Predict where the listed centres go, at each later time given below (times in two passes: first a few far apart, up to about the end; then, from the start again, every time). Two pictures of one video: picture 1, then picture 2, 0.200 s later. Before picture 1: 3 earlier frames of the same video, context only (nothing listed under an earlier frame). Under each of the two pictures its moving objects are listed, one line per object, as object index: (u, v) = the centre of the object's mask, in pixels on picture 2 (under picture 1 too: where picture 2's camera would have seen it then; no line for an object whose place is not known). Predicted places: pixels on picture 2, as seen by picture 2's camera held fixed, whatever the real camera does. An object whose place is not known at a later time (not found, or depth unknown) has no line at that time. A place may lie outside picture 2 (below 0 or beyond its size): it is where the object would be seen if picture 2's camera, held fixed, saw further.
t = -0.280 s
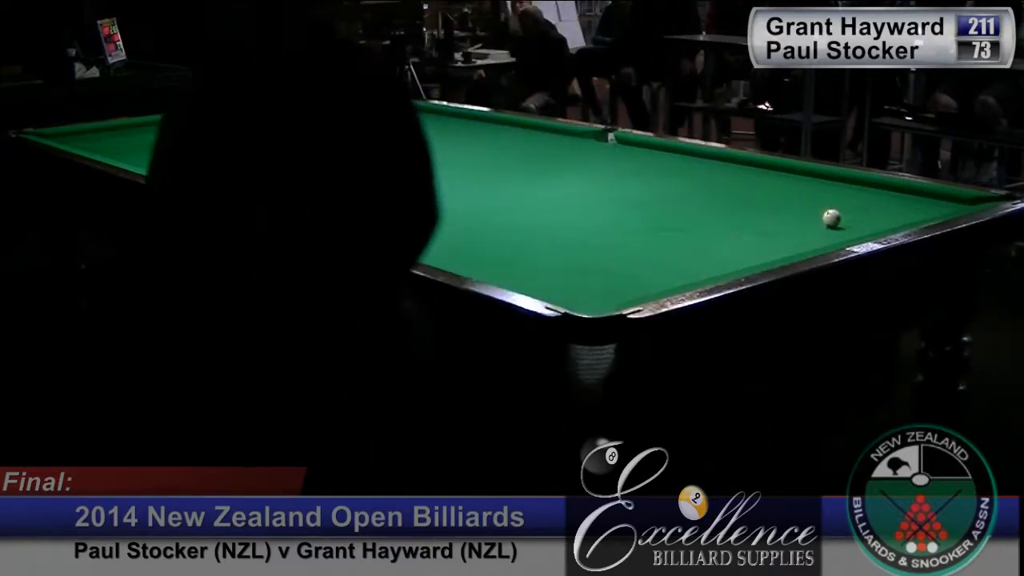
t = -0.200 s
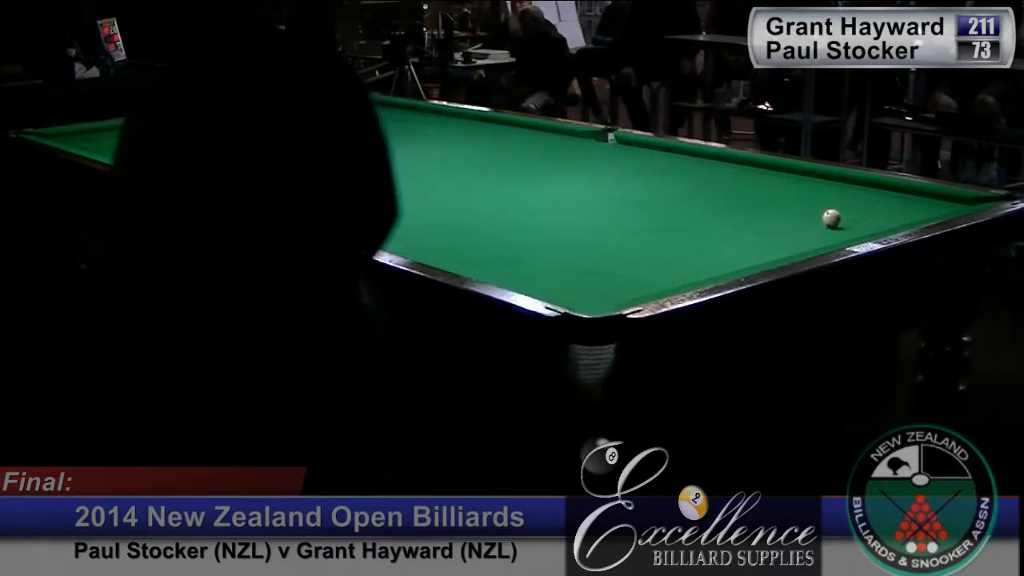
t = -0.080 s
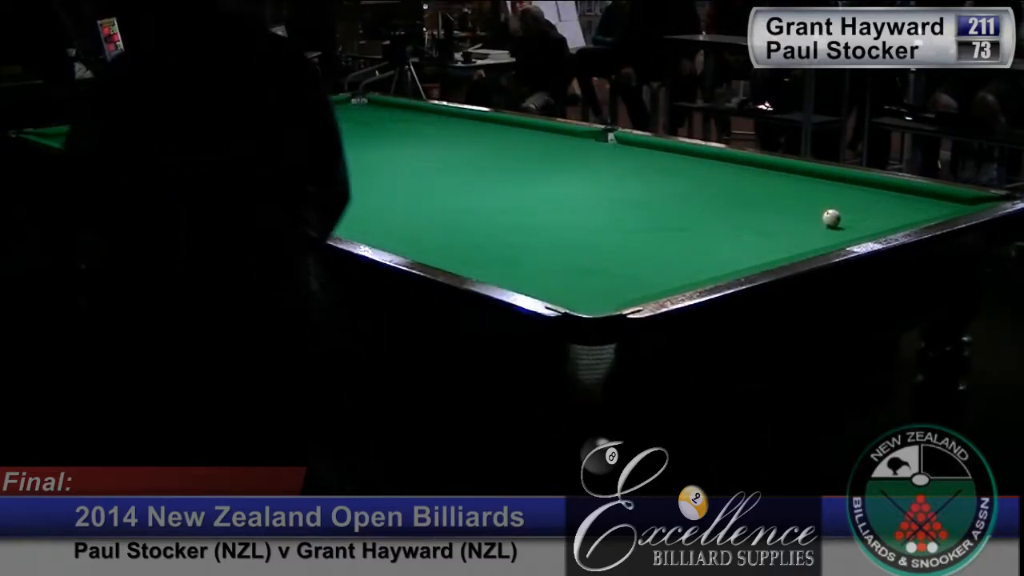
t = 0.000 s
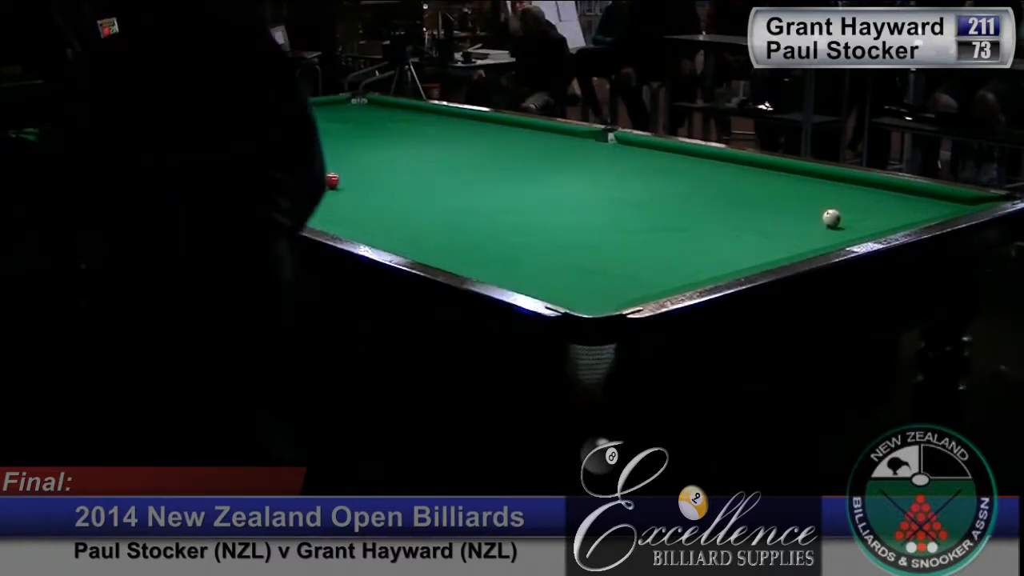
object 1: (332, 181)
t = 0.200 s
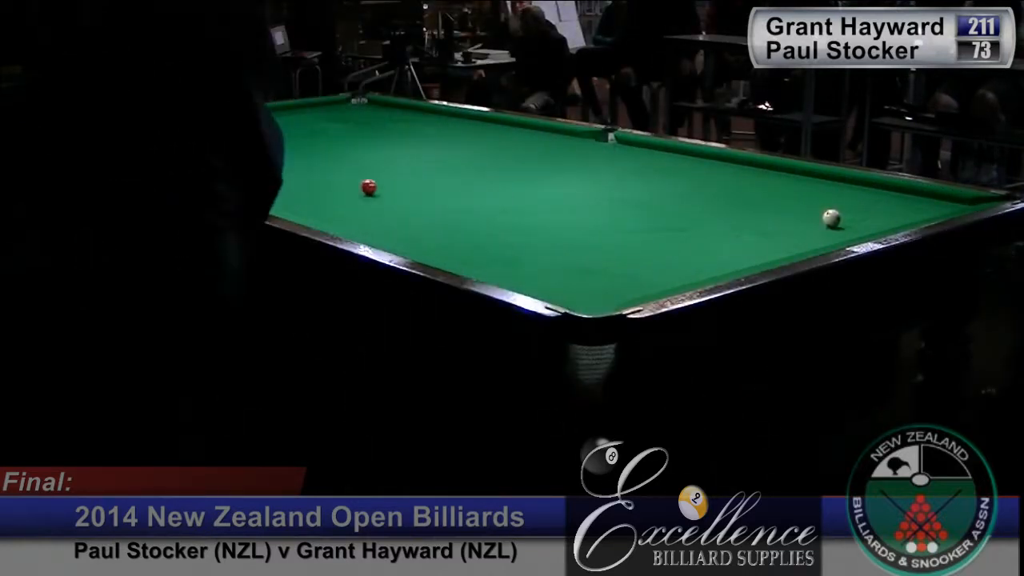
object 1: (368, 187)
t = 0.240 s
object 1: (376, 188)
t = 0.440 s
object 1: (415, 195)
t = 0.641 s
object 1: (456, 202)
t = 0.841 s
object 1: (498, 209)
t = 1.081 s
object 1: (550, 218)
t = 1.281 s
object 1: (595, 226)
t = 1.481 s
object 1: (642, 234)
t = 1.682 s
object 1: (689, 243)
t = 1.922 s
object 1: (747, 253)
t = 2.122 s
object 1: (773, 253)
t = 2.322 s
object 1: (750, 249)
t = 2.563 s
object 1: (724, 241)
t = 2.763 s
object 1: (704, 235)
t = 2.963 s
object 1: (686, 229)
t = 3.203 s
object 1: (666, 224)
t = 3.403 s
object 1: (652, 219)
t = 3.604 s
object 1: (639, 215)
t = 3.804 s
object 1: (627, 212)
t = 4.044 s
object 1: (614, 208)
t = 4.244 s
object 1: (605, 205)
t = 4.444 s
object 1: (596, 202)
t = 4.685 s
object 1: (588, 199)
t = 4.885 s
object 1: (582, 197)
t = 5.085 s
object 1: (577, 196)
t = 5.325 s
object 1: (571, 194)
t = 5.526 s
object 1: (568, 193)
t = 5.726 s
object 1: (566, 192)
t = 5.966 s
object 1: (563, 191)
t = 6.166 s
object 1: (561, 190)
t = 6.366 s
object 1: (561, 190)
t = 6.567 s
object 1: (560, 190)
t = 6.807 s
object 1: (560, 190)
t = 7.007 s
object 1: (560, 190)
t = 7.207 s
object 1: (560, 190)
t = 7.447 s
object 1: (560, 190)
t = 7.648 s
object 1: (560, 190)
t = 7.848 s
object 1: (560, 190)
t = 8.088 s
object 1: (560, 190)
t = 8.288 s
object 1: (560, 190)
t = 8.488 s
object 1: (560, 190)
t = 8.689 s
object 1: (560, 190)
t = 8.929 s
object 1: (560, 190)
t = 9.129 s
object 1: (560, 190)
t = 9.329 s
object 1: (560, 190)
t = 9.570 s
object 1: (560, 190)
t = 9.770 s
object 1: (560, 190)
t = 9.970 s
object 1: (560, 190)
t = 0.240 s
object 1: (376, 188)
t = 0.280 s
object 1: (384, 190)
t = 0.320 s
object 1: (392, 191)
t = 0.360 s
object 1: (399, 192)
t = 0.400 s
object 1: (407, 194)
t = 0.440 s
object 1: (415, 195)
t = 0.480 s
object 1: (423, 196)
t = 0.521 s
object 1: (431, 198)
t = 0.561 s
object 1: (439, 199)
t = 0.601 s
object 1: (447, 201)
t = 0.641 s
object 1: (456, 202)
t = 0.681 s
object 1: (465, 203)
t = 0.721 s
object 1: (473, 205)
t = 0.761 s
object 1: (481, 206)
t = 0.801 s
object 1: (489, 207)
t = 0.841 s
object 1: (498, 209)
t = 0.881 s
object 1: (507, 210)
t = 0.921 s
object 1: (516, 212)
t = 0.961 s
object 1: (524, 214)
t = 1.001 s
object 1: (533, 215)
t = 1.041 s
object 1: (541, 217)
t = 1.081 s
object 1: (550, 218)
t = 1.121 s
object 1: (560, 219)
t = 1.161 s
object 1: (568, 221)
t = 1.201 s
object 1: (577, 223)
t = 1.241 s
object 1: (586, 224)
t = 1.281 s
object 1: (595, 226)
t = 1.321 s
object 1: (604, 228)
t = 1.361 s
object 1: (614, 229)
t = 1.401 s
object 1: (623, 231)
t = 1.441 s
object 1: (632, 233)
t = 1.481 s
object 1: (642, 234)
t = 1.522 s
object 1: (651, 236)
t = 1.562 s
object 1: (661, 237)
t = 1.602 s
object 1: (670, 239)
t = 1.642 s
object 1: (679, 241)
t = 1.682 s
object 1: (689, 243)
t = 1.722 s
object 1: (698, 244)
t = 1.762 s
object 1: (708, 246)
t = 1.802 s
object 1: (718, 248)
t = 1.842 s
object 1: (727, 250)
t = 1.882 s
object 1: (737, 251)
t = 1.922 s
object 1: (747, 253)
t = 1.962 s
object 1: (756, 254)
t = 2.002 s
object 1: (766, 254)
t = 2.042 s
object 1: (775, 254)
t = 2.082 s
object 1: (778, 253)
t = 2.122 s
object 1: (773, 253)
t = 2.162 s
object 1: (769, 253)
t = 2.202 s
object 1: (764, 252)
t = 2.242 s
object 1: (759, 252)
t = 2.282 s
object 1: (754, 251)
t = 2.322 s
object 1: (750, 249)
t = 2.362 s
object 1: (745, 248)
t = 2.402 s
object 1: (741, 246)
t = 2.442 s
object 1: (736, 245)
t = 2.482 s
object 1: (732, 244)
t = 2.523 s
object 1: (728, 243)
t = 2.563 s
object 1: (724, 241)
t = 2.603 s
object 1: (719, 240)
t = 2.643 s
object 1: (715, 239)
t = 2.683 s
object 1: (712, 238)
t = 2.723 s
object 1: (707, 236)
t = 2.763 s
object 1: (704, 235)
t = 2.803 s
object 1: (700, 234)
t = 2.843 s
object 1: (696, 233)
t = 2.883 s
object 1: (693, 232)
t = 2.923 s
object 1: (689, 231)
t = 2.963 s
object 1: (686, 229)
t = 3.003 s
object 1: (682, 228)
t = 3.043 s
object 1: (679, 228)
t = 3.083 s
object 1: (676, 226)
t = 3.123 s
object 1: (672, 226)
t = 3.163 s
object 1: (670, 224)
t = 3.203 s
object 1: (666, 224)
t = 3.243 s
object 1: (663, 223)
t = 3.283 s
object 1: (661, 222)
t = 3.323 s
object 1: (658, 221)
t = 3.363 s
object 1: (655, 220)
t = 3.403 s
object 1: (652, 219)
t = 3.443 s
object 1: (649, 219)
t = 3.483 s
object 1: (647, 217)
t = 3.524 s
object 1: (644, 217)
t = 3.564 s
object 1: (642, 216)
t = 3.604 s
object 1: (639, 215)
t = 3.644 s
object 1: (636, 215)
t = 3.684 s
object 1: (634, 214)
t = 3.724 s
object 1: (632, 213)
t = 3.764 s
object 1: (629, 212)
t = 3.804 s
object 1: (627, 212)
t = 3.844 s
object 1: (625, 211)
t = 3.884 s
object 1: (623, 210)
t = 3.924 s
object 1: (620, 210)
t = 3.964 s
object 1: (618, 209)
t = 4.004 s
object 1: (616, 208)
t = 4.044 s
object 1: (614, 208)
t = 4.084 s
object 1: (612, 207)
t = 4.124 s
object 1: (610, 207)
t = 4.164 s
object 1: (609, 206)
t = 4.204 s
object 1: (607, 206)
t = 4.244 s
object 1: (605, 205)
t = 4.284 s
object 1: (603, 204)
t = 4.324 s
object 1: (602, 204)
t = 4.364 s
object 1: (600, 203)
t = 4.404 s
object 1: (598, 203)
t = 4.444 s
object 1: (596, 202)
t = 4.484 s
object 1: (595, 202)
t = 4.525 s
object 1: (593, 201)
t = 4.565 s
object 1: (592, 201)
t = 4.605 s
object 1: (591, 200)
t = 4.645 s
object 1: (589, 200)
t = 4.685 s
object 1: (588, 199)
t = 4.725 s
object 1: (587, 199)
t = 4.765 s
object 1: (585, 198)
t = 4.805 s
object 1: (584, 198)
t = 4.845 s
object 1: (583, 198)
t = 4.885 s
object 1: (582, 197)
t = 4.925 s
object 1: (581, 197)
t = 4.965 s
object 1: (580, 197)
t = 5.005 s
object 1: (579, 196)
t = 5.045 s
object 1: (577, 196)
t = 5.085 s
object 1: (577, 196)
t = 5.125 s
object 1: (576, 195)
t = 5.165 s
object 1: (575, 195)
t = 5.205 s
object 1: (574, 194)
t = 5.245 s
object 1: (573, 194)
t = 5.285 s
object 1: (572, 194)
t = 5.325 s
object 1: (571, 194)
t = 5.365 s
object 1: (571, 193)
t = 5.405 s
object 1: (570, 193)
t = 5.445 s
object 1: (570, 193)
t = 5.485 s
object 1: (569, 193)
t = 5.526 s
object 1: (568, 193)
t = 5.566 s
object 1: (568, 192)
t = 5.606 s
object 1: (567, 192)
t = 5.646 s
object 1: (567, 192)
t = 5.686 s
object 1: (566, 192)
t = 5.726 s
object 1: (566, 192)
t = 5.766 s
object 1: (565, 191)
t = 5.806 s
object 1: (565, 191)
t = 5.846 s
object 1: (564, 191)
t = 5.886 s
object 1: (564, 191)
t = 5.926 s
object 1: (563, 191)
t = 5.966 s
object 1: (563, 191)
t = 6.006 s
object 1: (563, 191)
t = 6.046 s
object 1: (562, 191)
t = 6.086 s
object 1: (562, 190)
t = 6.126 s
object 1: (562, 191)
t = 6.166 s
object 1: (561, 190)
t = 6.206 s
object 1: (561, 190)
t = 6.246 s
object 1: (561, 190)
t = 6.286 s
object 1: (561, 190)
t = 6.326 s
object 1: (560, 190)
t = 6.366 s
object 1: (561, 190)
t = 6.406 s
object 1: (560, 190)
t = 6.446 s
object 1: (560, 190)
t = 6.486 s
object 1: (560, 190)
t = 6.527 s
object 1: (560, 190)
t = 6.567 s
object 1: (560, 190)
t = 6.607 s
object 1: (560, 190)
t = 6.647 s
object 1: (560, 190)
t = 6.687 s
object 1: (560, 190)
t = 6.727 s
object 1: (560, 190)
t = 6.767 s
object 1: (560, 190)
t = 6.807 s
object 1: (560, 190)
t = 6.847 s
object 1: (560, 190)
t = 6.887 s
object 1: (560, 190)
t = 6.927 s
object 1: (560, 190)
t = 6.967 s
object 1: (560, 190)
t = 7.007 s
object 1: (560, 190)
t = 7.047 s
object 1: (560, 190)
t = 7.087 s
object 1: (560, 190)
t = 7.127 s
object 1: (561, 190)
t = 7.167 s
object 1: (560, 190)
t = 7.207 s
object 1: (560, 190)
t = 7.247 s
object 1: (561, 190)
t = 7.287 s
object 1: (561, 190)
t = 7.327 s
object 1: (560, 190)
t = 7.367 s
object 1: (560, 190)
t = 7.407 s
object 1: (560, 190)
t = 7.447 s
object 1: (560, 190)
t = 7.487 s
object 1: (560, 190)
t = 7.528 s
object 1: (560, 190)
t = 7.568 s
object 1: (560, 190)
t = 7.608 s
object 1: (560, 190)
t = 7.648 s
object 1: (560, 190)
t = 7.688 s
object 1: (560, 190)
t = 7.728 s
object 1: (560, 190)
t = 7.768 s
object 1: (560, 190)
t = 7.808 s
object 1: (560, 190)
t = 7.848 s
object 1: (560, 190)
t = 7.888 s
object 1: (560, 190)
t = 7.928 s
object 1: (560, 190)
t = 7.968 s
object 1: (560, 190)
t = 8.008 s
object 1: (560, 190)
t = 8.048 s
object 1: (560, 190)
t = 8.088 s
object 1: (560, 190)
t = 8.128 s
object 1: (560, 190)
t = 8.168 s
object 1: (560, 190)
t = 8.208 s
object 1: (560, 190)
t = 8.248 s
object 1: (560, 190)
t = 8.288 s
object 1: (560, 190)
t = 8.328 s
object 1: (560, 190)
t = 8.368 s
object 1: (560, 190)
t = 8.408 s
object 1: (560, 190)
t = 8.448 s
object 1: (560, 190)
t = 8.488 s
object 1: (560, 190)
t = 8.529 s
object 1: (560, 190)
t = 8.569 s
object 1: (560, 190)
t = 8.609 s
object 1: (560, 190)
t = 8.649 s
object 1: (560, 190)
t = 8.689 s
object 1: (560, 190)
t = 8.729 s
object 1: (560, 190)
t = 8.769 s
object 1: (560, 190)
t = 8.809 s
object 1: (560, 190)
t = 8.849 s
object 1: (560, 190)
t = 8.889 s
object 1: (560, 190)
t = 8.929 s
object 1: (560, 190)
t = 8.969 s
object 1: (560, 190)
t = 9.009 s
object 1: (560, 190)
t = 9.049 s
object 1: (560, 190)
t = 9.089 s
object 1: (560, 190)
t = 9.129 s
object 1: (560, 190)
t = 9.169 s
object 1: (560, 190)
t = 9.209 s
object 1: (560, 190)
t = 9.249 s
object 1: (560, 190)
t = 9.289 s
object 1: (560, 190)
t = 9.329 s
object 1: (560, 190)
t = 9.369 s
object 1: (560, 190)
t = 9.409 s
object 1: (560, 190)
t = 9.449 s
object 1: (560, 190)
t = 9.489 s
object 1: (560, 190)
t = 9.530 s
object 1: (560, 190)
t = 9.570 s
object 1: (560, 190)
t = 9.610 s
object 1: (560, 190)
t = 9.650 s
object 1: (560, 190)
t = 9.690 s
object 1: (560, 190)
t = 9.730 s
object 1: (560, 190)
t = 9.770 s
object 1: (560, 190)
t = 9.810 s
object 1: (560, 190)
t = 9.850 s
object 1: (560, 190)
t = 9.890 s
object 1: (560, 190)
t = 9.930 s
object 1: (560, 190)
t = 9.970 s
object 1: (560, 190)
